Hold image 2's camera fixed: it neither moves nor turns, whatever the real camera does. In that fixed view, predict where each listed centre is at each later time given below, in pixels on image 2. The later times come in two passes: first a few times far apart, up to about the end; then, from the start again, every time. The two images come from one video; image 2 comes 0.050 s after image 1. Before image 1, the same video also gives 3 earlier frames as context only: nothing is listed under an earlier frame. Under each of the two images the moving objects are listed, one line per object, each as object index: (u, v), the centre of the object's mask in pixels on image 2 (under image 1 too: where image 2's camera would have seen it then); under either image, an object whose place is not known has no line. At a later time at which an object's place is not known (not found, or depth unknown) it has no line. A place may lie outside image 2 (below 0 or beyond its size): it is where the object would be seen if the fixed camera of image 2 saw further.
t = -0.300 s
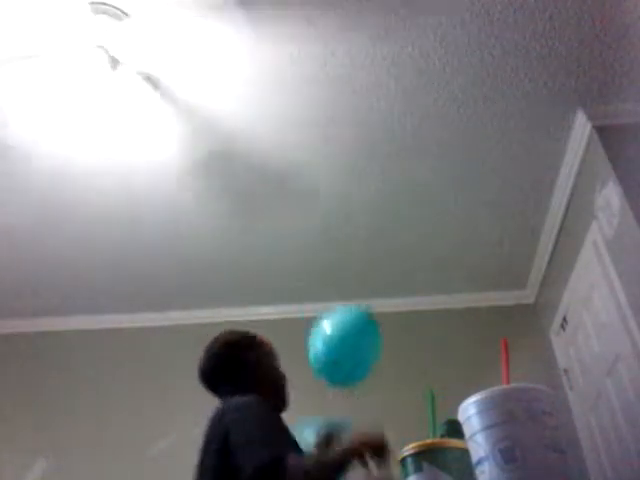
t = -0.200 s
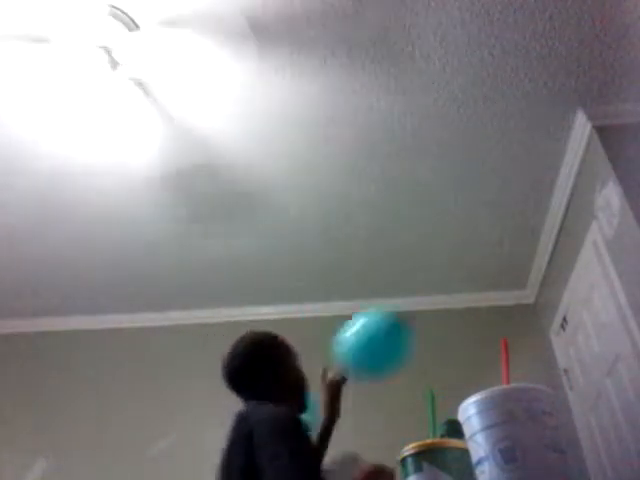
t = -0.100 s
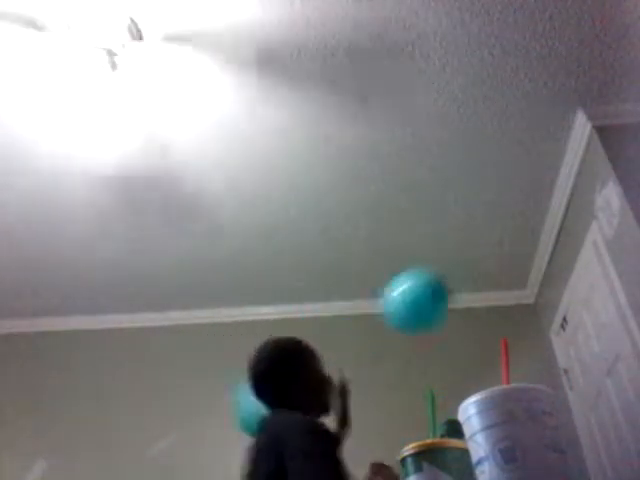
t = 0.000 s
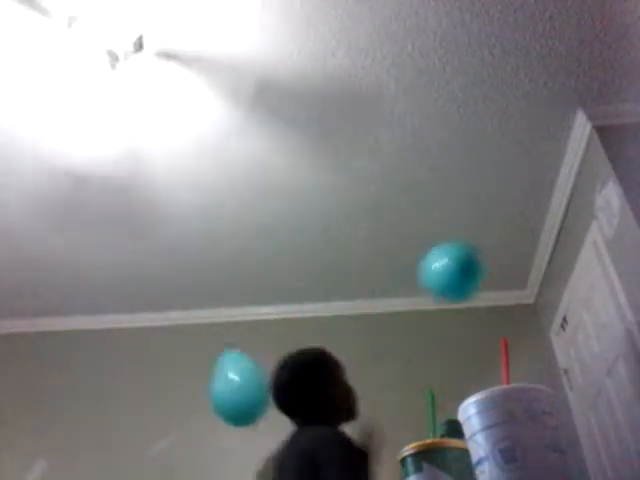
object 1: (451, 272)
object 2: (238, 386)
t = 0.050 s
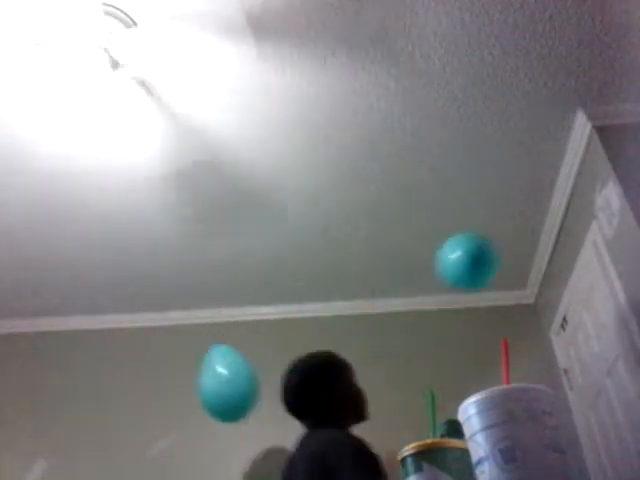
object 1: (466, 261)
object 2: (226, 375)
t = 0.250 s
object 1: (512, 243)
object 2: (182, 368)
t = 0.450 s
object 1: (541, 255)
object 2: (148, 379)
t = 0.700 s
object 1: (574, 296)
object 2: (115, 422)
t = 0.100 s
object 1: (479, 254)
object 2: (214, 370)
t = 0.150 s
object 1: (492, 248)
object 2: (203, 369)
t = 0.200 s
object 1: (502, 244)
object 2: (192, 367)
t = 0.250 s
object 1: (512, 243)
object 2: (182, 368)
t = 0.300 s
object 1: (521, 244)
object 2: (173, 369)
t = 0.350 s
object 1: (528, 246)
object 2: (165, 371)
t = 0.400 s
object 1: (534, 249)
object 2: (158, 375)
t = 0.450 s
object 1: (541, 255)
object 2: (148, 379)
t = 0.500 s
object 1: (547, 260)
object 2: (139, 384)
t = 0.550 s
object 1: (553, 267)
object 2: (132, 392)
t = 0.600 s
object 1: (560, 276)
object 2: (127, 401)
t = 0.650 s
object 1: (566, 286)
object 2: (121, 417)
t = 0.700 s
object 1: (574, 296)
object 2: (115, 422)
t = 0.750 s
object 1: (582, 309)
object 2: (110, 442)
